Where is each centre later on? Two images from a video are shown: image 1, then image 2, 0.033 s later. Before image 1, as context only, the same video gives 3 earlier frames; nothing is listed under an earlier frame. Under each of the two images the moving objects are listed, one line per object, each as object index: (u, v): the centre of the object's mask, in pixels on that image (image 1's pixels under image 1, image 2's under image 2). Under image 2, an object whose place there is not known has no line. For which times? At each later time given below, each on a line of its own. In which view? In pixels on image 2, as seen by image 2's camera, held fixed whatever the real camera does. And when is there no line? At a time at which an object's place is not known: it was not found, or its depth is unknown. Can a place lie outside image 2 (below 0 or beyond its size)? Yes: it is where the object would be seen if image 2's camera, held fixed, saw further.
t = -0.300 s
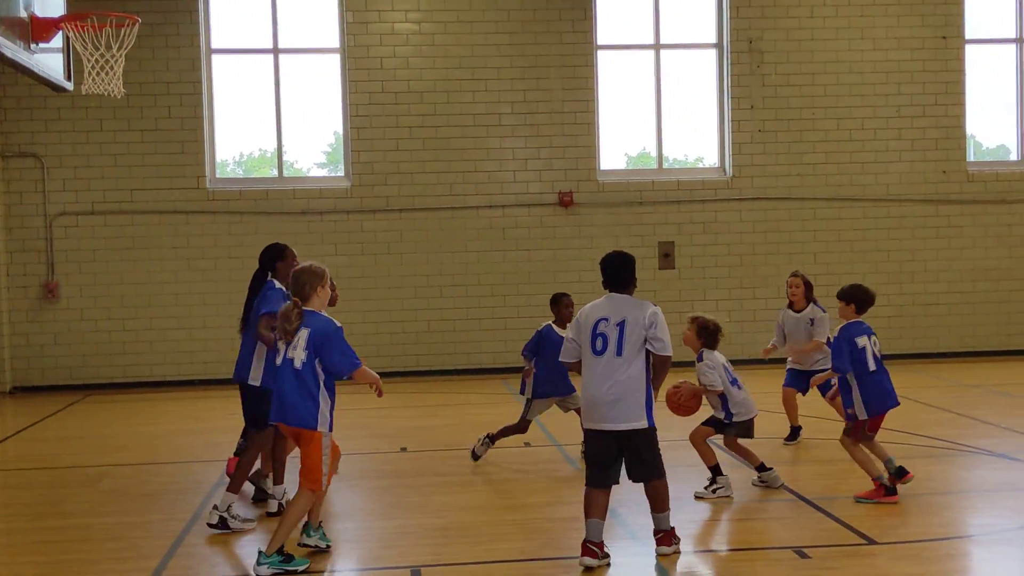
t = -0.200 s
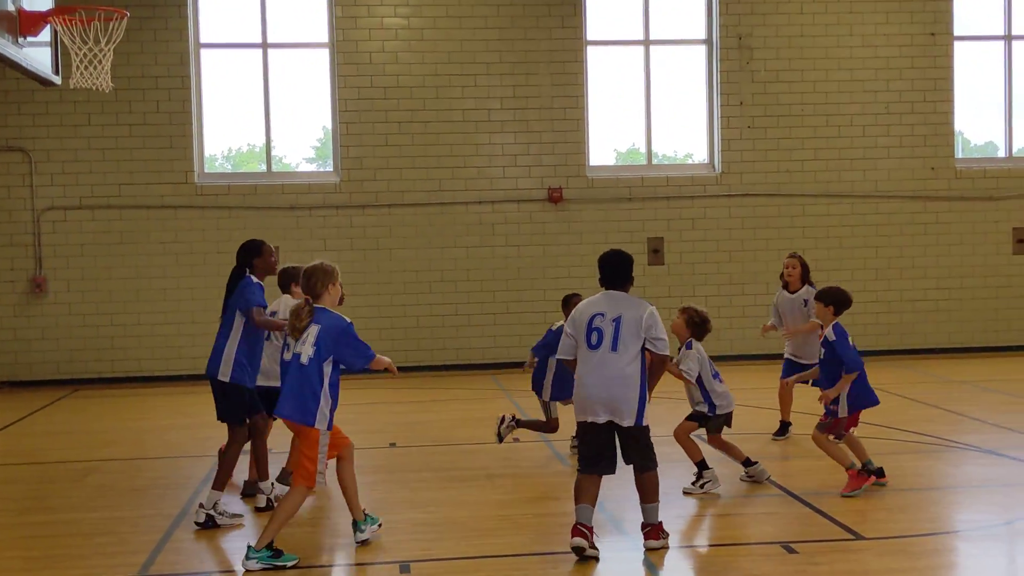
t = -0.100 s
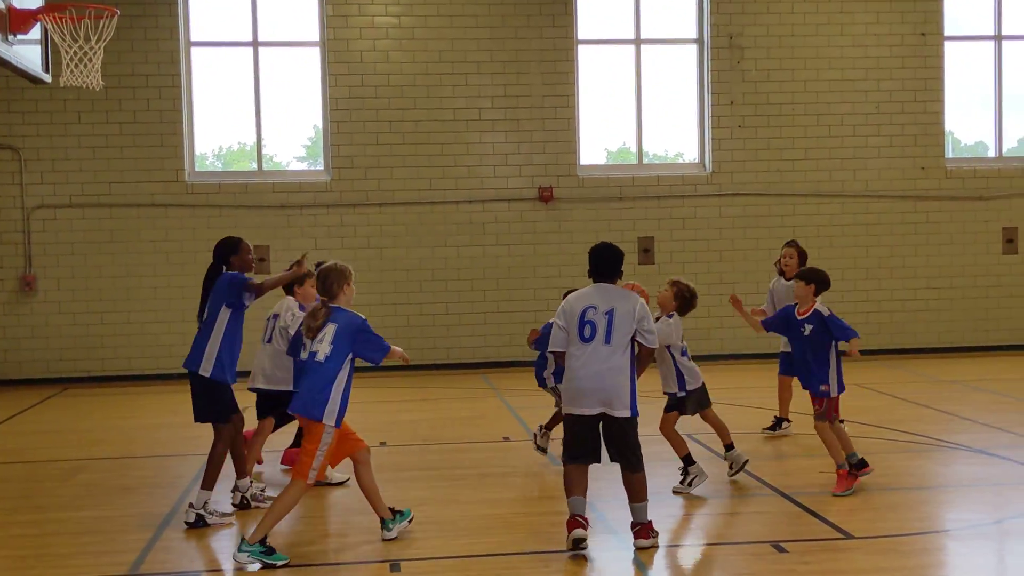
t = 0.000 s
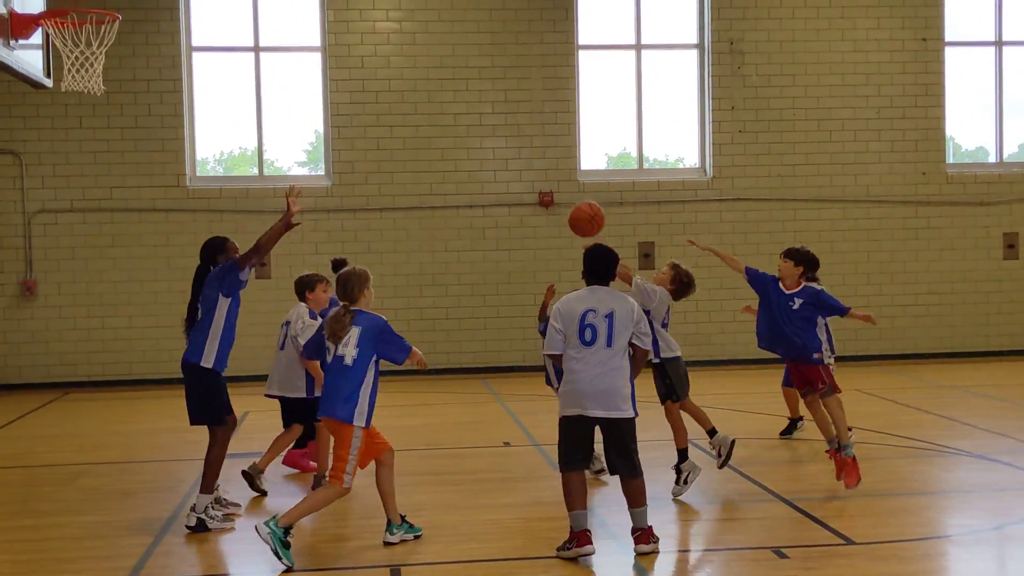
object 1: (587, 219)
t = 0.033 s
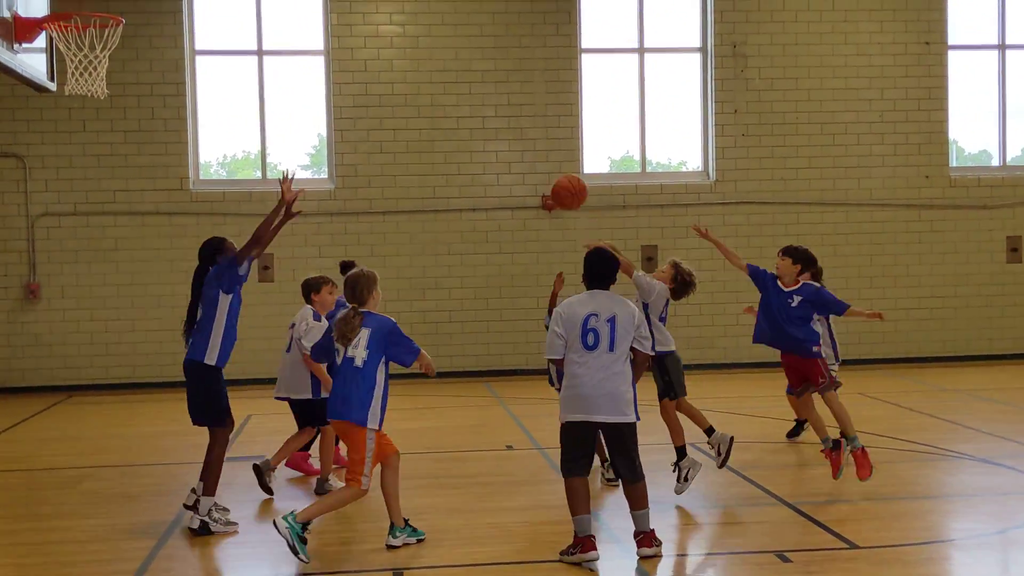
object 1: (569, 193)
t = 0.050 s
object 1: (558, 177)
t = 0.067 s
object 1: (547, 163)
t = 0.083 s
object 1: (536, 148)
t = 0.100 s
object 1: (526, 135)
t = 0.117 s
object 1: (515, 122)
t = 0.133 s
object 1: (504, 110)
